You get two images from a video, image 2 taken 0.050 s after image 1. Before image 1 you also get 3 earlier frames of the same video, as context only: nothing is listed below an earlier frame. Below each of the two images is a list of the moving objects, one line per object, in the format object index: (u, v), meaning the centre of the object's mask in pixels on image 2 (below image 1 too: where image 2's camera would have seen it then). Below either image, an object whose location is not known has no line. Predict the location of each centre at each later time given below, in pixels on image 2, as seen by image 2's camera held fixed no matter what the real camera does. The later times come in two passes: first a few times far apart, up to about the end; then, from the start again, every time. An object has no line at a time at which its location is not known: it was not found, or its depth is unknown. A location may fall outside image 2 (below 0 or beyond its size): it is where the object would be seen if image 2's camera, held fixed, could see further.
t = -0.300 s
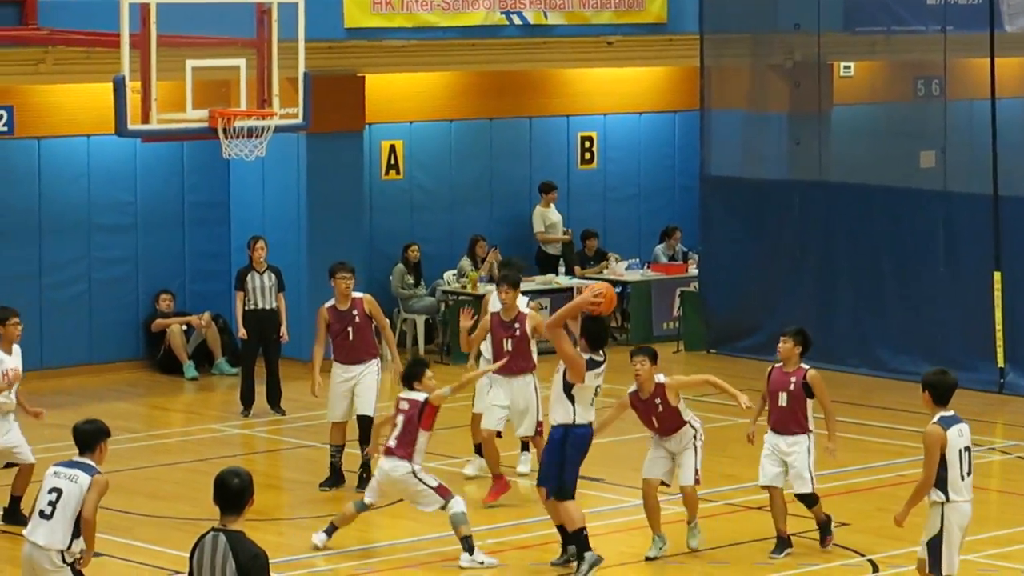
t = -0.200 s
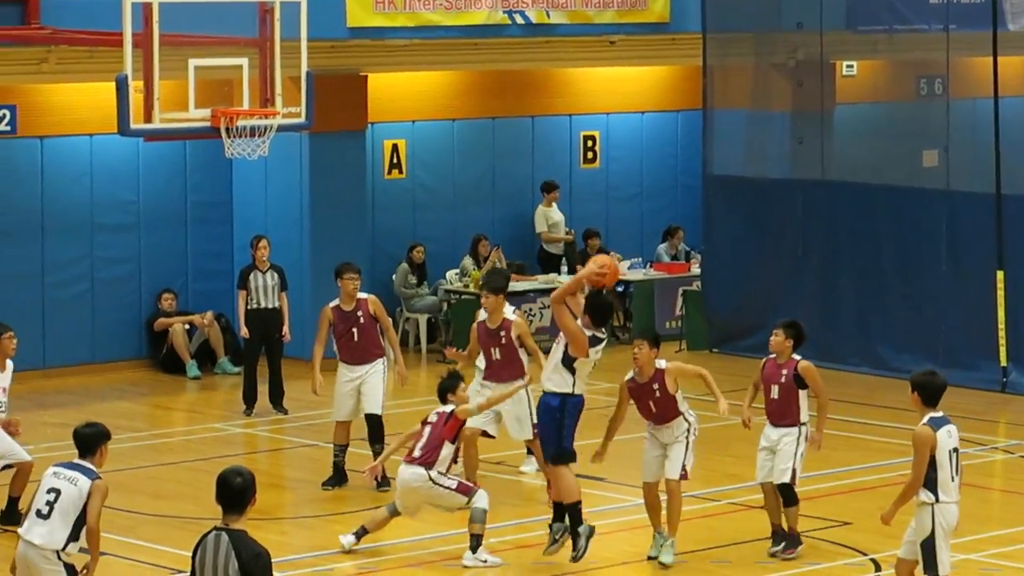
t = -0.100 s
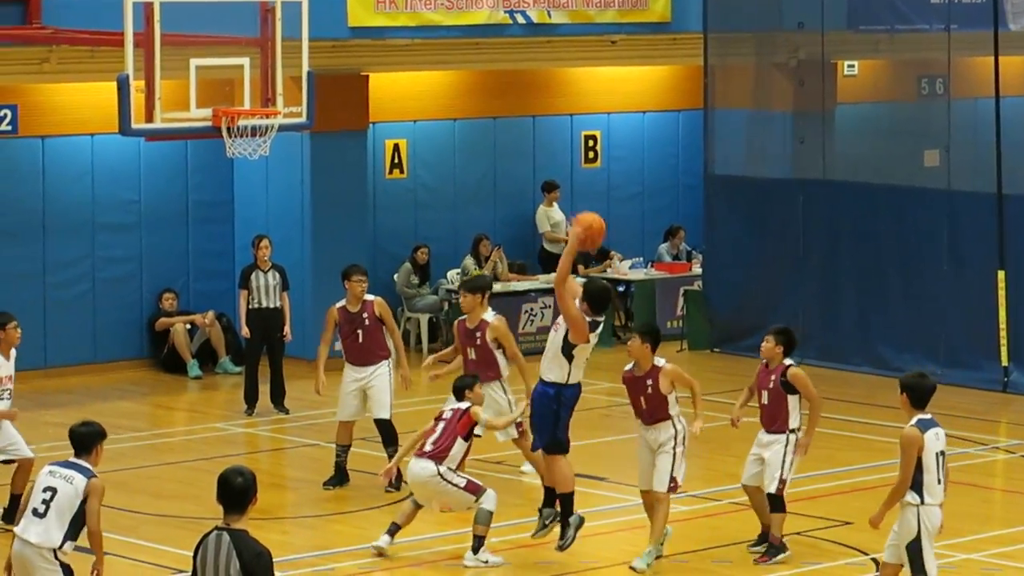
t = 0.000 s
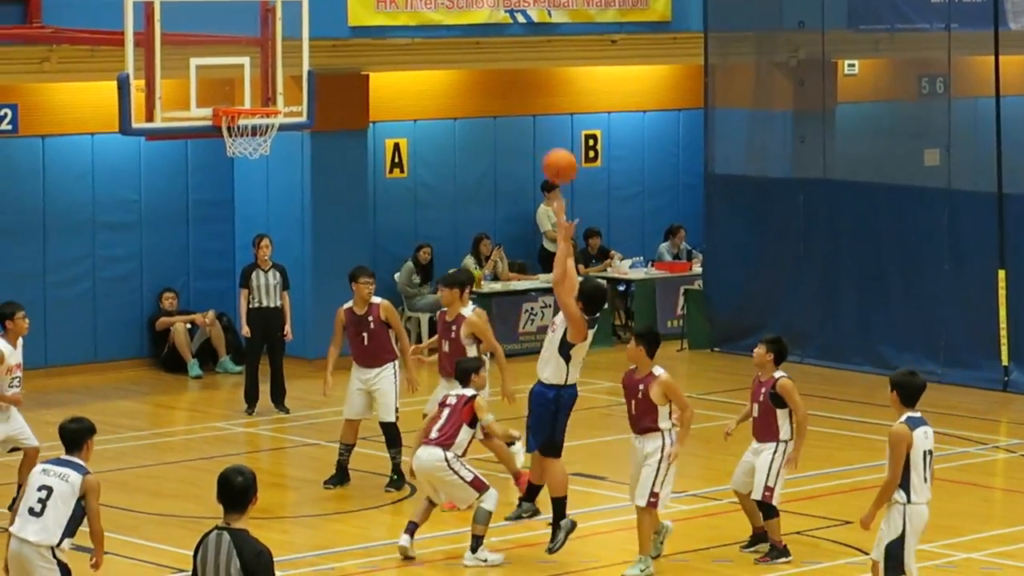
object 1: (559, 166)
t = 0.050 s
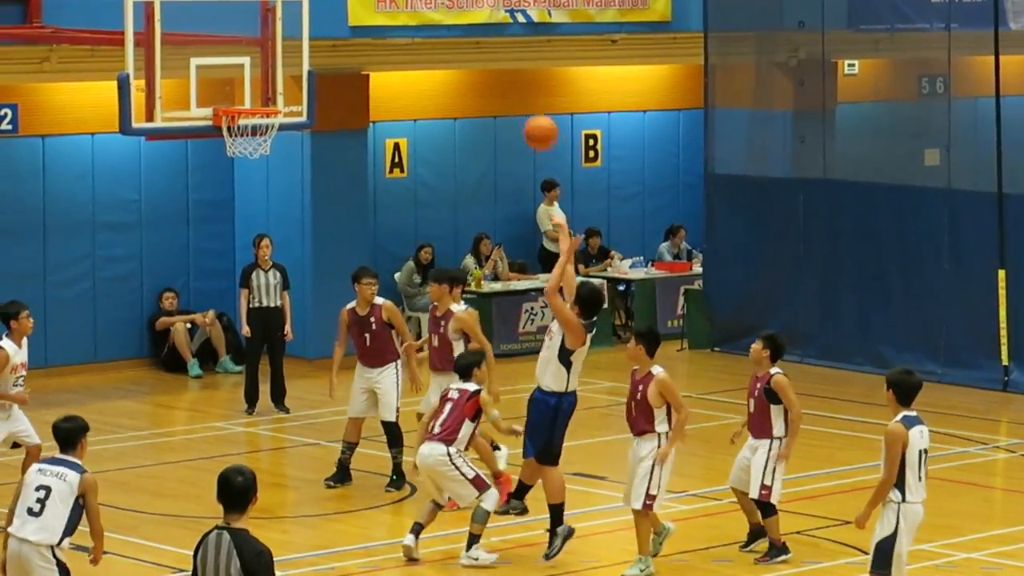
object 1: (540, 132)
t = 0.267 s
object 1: (459, 34)
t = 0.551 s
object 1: (360, 9)
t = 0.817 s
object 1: (273, 70)
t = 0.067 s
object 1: (534, 122)
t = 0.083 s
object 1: (528, 112)
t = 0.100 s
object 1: (521, 102)
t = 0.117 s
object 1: (515, 91)
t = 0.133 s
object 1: (509, 83)
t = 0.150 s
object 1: (503, 75)
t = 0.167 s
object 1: (496, 69)
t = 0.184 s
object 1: (489, 62)
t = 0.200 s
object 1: (483, 55)
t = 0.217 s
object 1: (477, 49)
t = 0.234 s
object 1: (471, 43)
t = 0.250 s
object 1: (464, 38)
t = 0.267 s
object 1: (459, 34)
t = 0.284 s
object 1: (452, 29)
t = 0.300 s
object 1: (446, 25)
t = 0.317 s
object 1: (439, 21)
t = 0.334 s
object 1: (434, 16)
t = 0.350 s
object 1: (428, 14)
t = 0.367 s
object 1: (422, 12)
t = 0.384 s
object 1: (416, 11)
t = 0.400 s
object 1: (411, 10)
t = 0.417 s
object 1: (405, 9)
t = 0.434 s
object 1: (399, 8)
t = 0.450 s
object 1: (393, 8)
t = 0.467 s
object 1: (387, 8)
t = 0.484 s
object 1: (382, 7)
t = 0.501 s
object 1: (376, 7)
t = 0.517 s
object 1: (370, 8)
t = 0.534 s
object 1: (365, 8)
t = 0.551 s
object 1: (360, 9)
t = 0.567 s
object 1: (354, 10)
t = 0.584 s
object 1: (348, 10)
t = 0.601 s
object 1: (343, 11)
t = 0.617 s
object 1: (337, 13)
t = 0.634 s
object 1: (332, 15)
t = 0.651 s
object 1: (326, 17)
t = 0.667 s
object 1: (321, 21)
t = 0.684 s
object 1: (316, 25)
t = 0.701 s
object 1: (310, 30)
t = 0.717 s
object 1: (305, 34)
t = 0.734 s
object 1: (299, 39)
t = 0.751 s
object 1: (295, 45)
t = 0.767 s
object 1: (289, 50)
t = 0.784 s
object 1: (284, 57)
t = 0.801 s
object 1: (278, 63)
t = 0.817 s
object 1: (273, 70)
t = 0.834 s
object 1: (268, 76)
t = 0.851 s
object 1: (263, 83)
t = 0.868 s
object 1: (259, 91)
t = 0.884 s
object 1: (253, 98)
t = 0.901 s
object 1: (250, 101)
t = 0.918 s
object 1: (244, 106)
